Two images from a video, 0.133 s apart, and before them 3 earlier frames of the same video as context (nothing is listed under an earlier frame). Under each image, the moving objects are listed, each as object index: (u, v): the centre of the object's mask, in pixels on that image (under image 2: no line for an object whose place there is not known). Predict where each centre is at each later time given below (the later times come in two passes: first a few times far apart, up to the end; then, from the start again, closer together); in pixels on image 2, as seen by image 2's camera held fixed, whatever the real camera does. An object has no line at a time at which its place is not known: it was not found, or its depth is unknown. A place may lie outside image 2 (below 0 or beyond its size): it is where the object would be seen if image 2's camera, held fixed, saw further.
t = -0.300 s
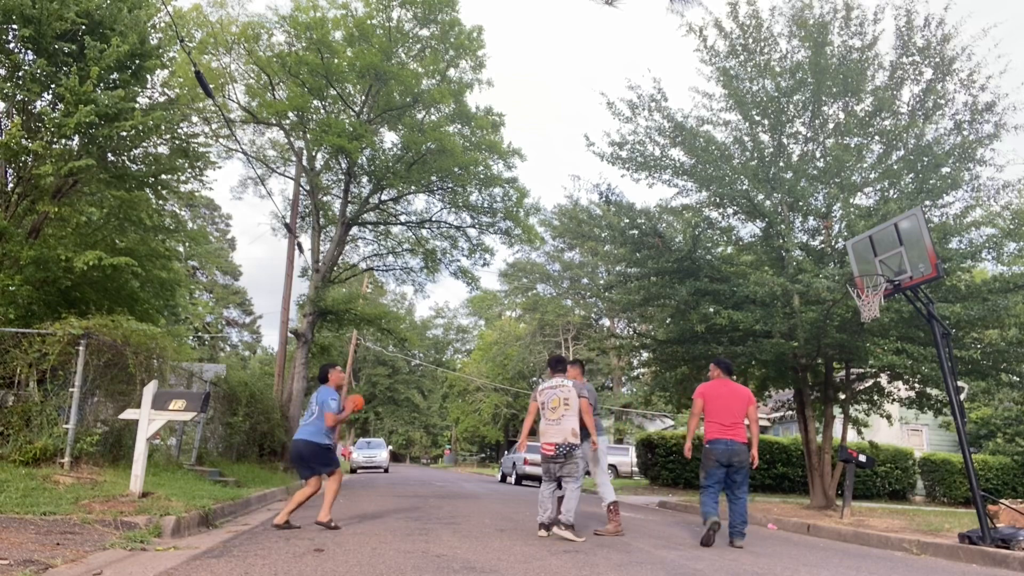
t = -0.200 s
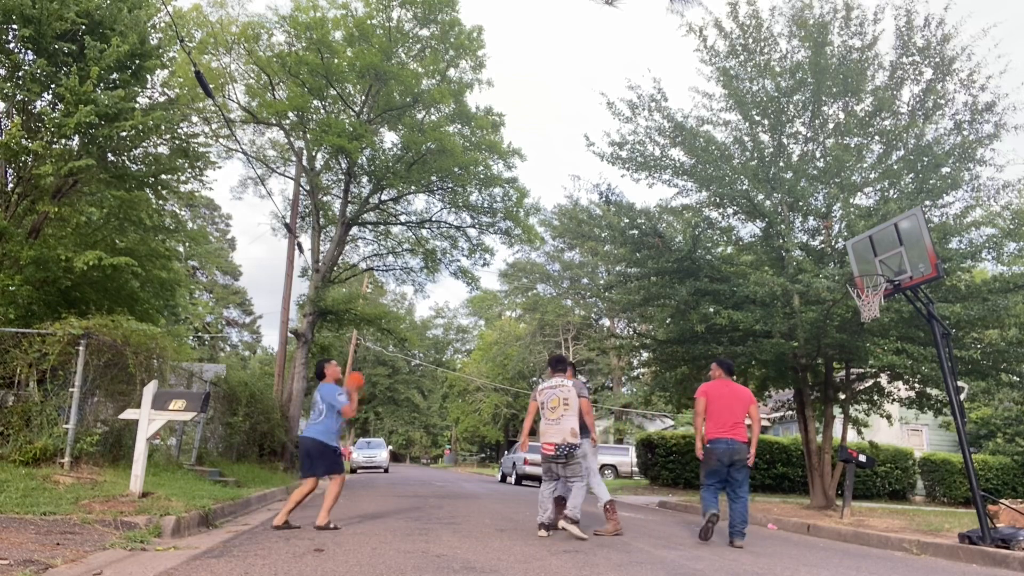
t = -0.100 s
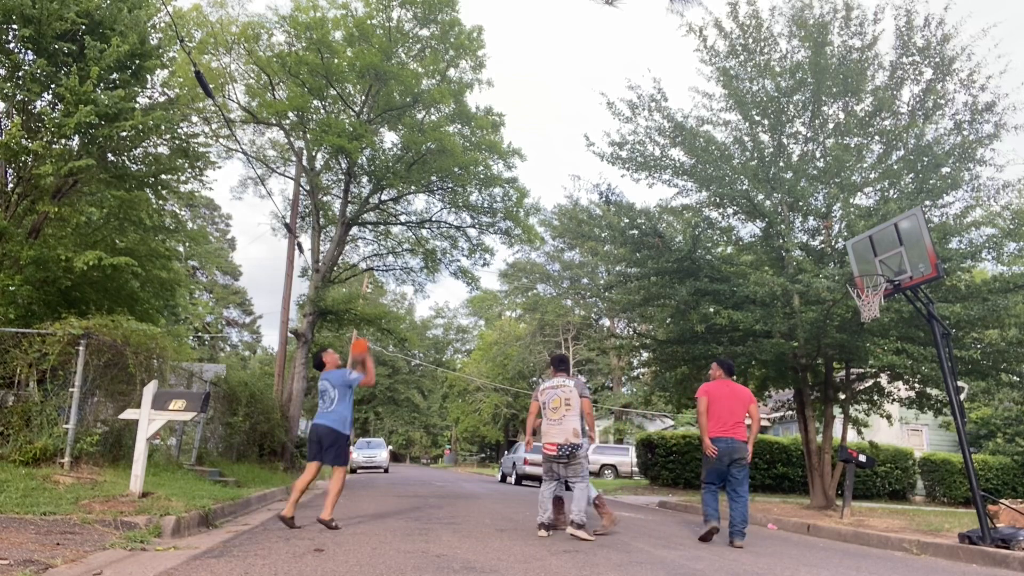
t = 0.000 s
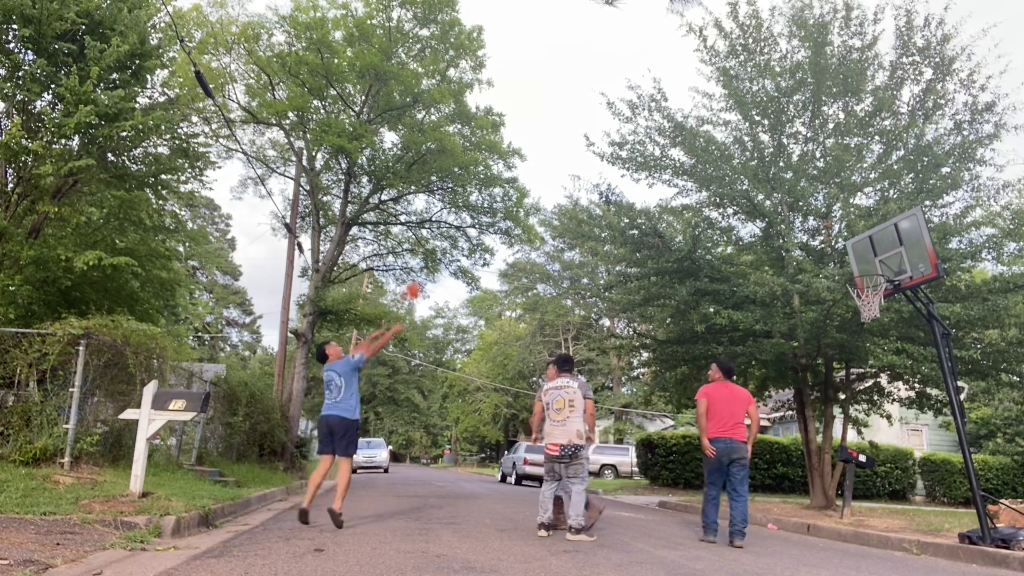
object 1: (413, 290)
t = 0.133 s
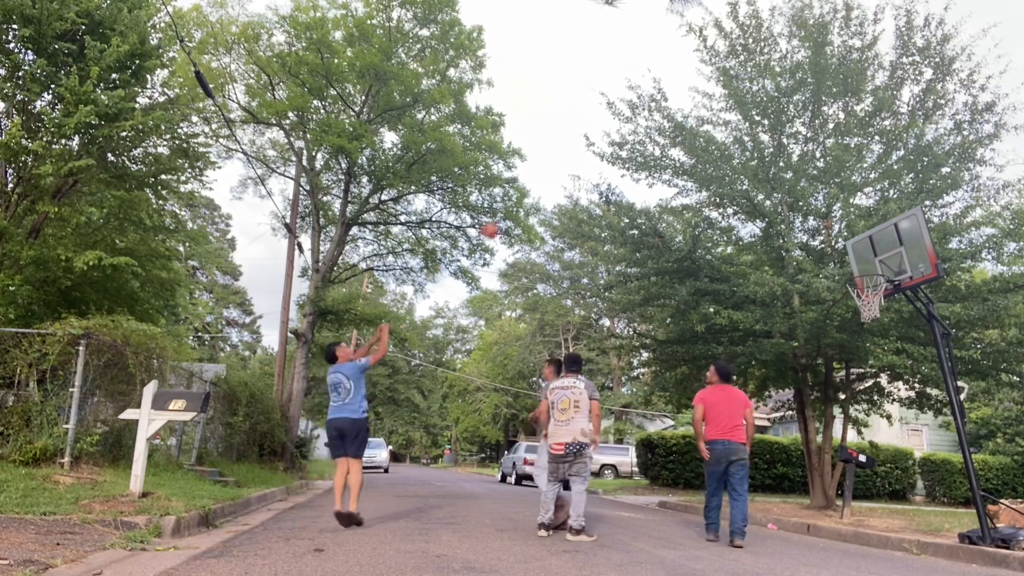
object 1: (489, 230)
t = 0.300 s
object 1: (578, 184)
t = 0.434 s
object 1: (644, 166)
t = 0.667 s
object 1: (754, 168)
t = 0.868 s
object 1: (845, 203)
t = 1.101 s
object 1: (933, 281)
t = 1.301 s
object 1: (934, 373)
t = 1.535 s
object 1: (940, 542)
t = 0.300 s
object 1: (578, 184)
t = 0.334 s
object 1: (596, 179)
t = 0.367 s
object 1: (612, 174)
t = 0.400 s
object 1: (629, 169)
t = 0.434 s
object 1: (644, 166)
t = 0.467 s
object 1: (660, 164)
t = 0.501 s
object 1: (676, 163)
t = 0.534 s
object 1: (693, 161)
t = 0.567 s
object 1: (707, 161)
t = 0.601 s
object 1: (724, 163)
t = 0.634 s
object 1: (738, 165)
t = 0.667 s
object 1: (754, 168)
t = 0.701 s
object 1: (769, 172)
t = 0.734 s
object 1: (785, 177)
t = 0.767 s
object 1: (800, 182)
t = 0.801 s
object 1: (814, 188)
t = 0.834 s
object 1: (830, 195)
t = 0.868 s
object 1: (845, 203)
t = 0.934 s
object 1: (876, 222)
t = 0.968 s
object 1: (891, 233)
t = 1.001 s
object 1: (907, 245)
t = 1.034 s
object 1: (922, 257)
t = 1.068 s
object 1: (933, 269)
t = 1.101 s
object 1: (933, 281)
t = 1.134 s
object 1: (933, 294)
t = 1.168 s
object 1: (933, 307)
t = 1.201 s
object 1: (932, 323)
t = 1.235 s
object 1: (932, 338)
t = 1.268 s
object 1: (933, 356)
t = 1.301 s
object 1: (934, 373)
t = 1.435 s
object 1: (936, 462)
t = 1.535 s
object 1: (940, 542)
